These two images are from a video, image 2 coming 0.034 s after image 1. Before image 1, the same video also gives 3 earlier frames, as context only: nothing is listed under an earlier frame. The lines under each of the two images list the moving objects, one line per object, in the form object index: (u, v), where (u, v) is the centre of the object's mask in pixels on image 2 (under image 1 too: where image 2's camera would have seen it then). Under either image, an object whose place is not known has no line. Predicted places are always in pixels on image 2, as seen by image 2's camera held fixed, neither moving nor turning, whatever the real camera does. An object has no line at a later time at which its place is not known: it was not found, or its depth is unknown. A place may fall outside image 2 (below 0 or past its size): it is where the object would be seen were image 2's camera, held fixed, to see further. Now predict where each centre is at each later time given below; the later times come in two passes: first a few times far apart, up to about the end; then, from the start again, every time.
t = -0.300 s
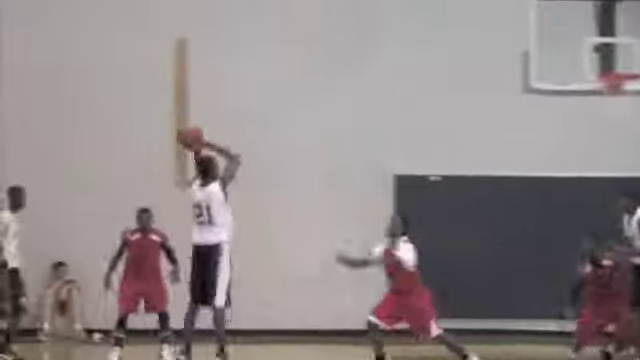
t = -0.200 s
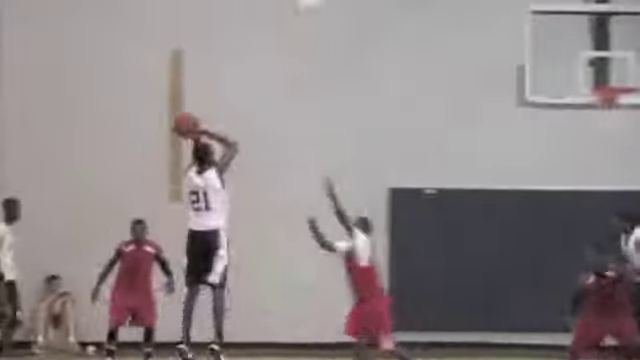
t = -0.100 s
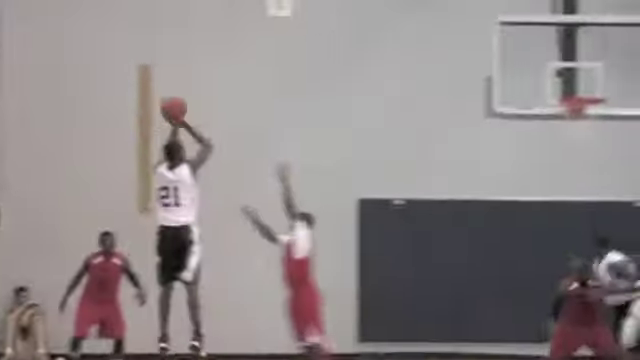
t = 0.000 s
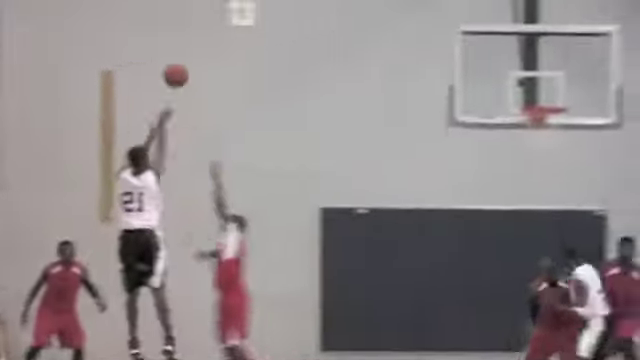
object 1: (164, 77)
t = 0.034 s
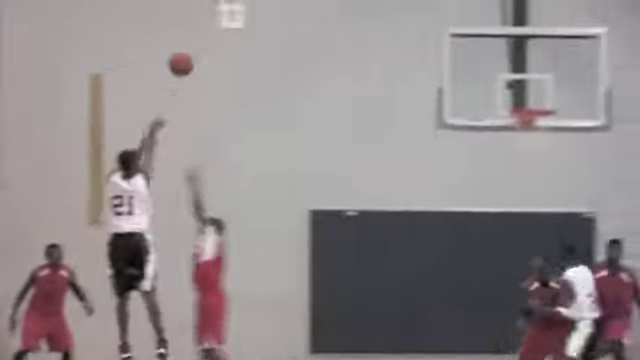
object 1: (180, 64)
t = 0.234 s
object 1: (274, 8)
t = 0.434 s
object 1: (358, -6)
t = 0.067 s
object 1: (196, 51)
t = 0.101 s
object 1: (213, 40)
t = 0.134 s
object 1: (229, 30)
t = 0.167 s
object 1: (245, 21)
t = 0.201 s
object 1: (260, 14)
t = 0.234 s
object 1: (274, 8)
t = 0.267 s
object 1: (289, 3)
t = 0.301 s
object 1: (303, -1)
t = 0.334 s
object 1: (317, -4)
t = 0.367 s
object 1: (331, -6)
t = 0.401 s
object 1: (345, -6)
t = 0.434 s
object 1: (358, -6)
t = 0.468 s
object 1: (371, -5)
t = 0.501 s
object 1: (385, -3)
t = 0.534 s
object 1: (397, 0)
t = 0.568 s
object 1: (409, 5)
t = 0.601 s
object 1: (422, 10)
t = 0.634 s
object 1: (434, 17)
